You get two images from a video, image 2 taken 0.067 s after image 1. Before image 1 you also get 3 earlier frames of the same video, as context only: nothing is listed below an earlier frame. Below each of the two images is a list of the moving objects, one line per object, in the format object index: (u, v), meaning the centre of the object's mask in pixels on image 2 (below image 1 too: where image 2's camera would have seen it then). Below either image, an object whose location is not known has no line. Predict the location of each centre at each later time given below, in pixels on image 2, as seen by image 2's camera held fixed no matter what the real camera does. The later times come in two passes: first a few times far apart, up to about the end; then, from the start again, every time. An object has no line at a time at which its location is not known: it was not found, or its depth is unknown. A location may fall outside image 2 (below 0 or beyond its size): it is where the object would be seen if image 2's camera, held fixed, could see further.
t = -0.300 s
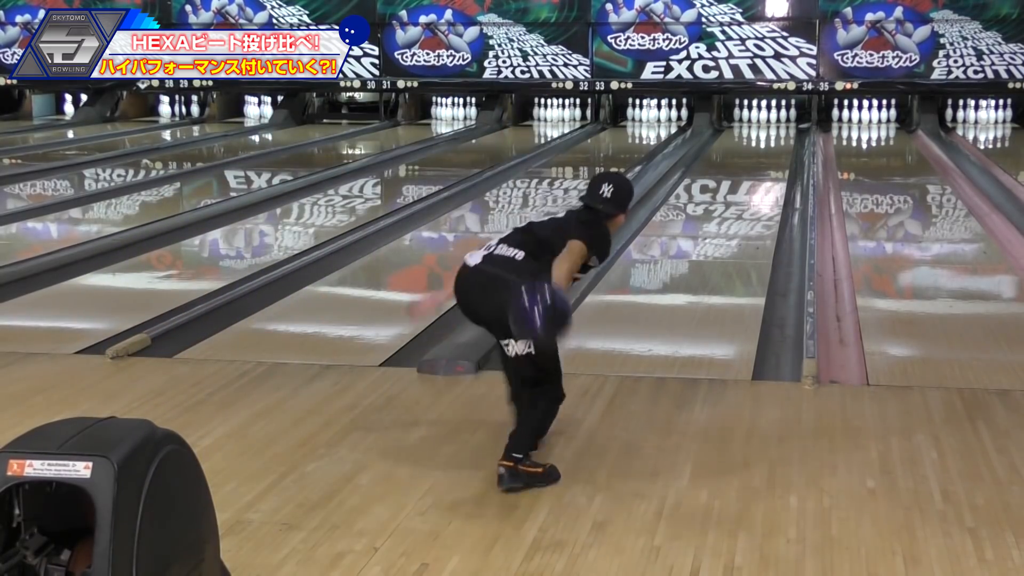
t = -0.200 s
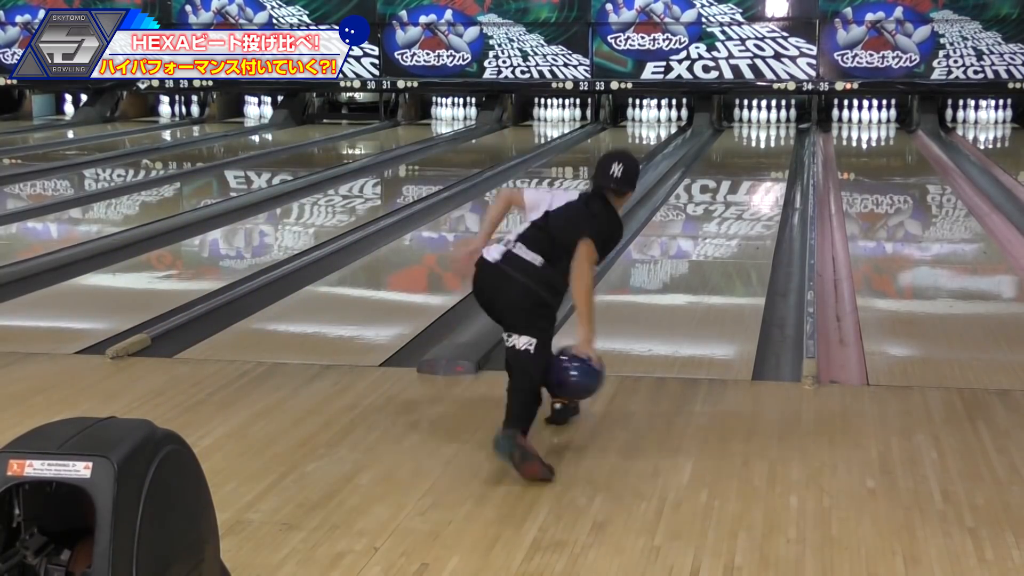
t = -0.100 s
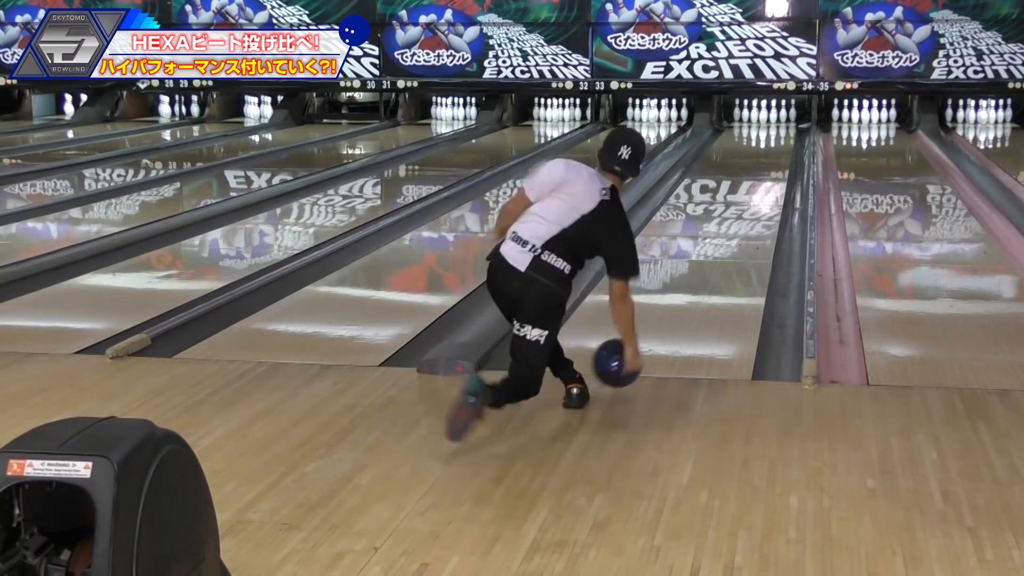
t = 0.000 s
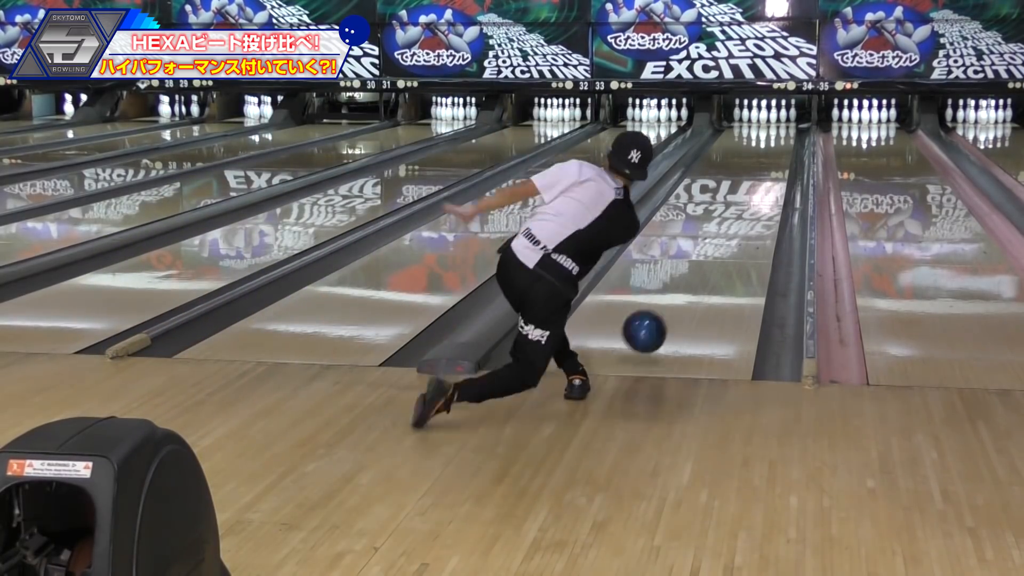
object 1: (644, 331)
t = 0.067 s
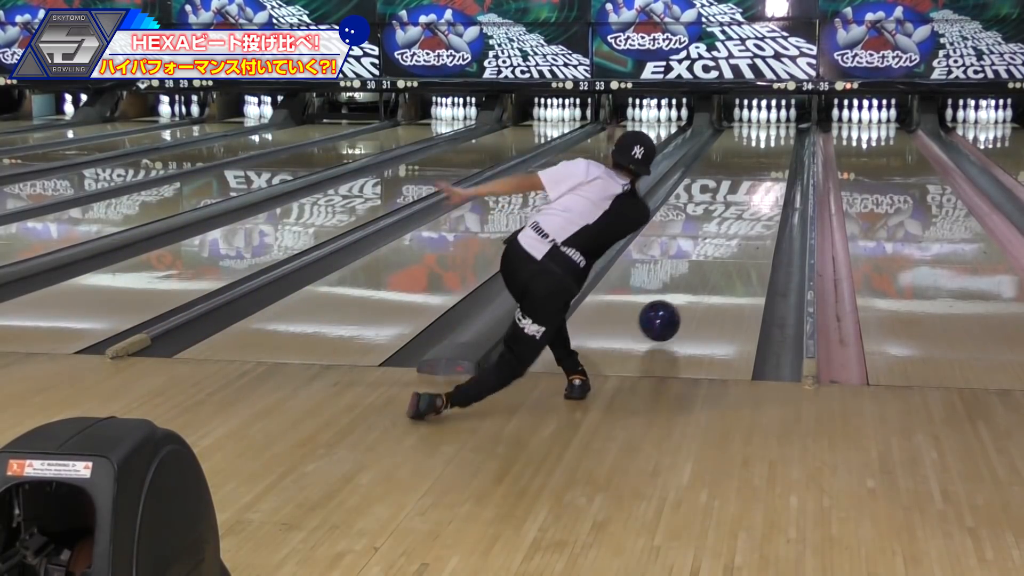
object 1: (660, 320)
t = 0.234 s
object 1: (690, 282)
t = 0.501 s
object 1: (724, 237)
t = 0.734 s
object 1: (745, 208)
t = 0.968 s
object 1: (759, 187)
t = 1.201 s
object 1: (770, 169)
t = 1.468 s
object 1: (779, 154)
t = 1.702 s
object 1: (784, 143)
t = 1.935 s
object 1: (784, 134)
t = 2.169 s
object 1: (780, 126)
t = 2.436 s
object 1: (768, 119)
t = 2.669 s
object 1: (763, 116)
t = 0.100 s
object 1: (666, 314)
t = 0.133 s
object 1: (673, 306)
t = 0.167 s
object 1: (679, 298)
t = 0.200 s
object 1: (685, 290)
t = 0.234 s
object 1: (690, 282)
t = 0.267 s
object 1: (695, 276)
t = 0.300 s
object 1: (700, 270)
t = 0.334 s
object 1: (704, 264)
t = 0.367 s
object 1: (709, 258)
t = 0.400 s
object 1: (713, 252)
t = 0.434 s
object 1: (717, 247)
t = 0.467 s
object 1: (720, 242)
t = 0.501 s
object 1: (724, 237)
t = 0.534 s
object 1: (727, 232)
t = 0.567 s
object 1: (731, 228)
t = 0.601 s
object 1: (734, 224)
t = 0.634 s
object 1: (736, 220)
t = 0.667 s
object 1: (740, 216)
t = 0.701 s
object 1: (742, 212)
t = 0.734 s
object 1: (745, 208)
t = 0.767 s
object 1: (747, 205)
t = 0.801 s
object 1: (749, 202)
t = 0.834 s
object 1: (751, 198)
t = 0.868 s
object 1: (754, 195)
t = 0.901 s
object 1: (756, 192)
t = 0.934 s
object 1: (758, 189)
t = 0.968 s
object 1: (759, 187)
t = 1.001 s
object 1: (761, 184)
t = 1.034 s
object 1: (763, 181)
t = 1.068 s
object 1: (765, 179)
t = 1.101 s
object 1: (766, 177)
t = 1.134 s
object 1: (768, 174)
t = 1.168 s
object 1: (769, 172)
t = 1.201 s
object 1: (770, 169)
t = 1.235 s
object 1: (772, 167)
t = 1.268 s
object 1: (773, 166)
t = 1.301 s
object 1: (774, 164)
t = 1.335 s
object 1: (775, 161)
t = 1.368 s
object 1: (776, 160)
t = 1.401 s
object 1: (777, 158)
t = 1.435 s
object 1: (778, 156)
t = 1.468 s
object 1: (779, 154)
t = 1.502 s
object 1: (780, 152)
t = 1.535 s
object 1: (780, 151)
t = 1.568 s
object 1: (781, 149)
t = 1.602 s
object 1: (782, 148)
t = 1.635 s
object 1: (783, 146)
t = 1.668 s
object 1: (783, 145)
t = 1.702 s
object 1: (784, 143)
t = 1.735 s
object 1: (784, 142)
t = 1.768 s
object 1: (785, 140)
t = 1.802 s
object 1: (785, 139)
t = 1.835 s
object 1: (785, 138)
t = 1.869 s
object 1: (785, 136)
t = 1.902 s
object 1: (785, 135)
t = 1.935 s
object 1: (784, 134)
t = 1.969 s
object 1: (784, 132)
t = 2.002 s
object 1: (784, 131)
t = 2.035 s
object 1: (783, 130)
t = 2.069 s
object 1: (783, 129)
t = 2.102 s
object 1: (782, 128)
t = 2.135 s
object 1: (781, 127)
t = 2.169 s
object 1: (780, 126)
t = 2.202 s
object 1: (779, 125)
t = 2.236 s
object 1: (778, 124)
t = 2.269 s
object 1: (776, 124)
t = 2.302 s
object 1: (774, 122)
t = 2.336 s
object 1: (773, 122)
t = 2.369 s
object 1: (772, 121)
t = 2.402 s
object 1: (770, 120)
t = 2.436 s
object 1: (768, 119)
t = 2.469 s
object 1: (767, 118)
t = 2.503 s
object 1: (767, 118)
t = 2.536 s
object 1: (766, 118)
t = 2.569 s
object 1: (765, 116)
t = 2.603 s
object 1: (764, 116)
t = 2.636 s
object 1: (764, 116)
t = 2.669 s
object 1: (763, 116)
